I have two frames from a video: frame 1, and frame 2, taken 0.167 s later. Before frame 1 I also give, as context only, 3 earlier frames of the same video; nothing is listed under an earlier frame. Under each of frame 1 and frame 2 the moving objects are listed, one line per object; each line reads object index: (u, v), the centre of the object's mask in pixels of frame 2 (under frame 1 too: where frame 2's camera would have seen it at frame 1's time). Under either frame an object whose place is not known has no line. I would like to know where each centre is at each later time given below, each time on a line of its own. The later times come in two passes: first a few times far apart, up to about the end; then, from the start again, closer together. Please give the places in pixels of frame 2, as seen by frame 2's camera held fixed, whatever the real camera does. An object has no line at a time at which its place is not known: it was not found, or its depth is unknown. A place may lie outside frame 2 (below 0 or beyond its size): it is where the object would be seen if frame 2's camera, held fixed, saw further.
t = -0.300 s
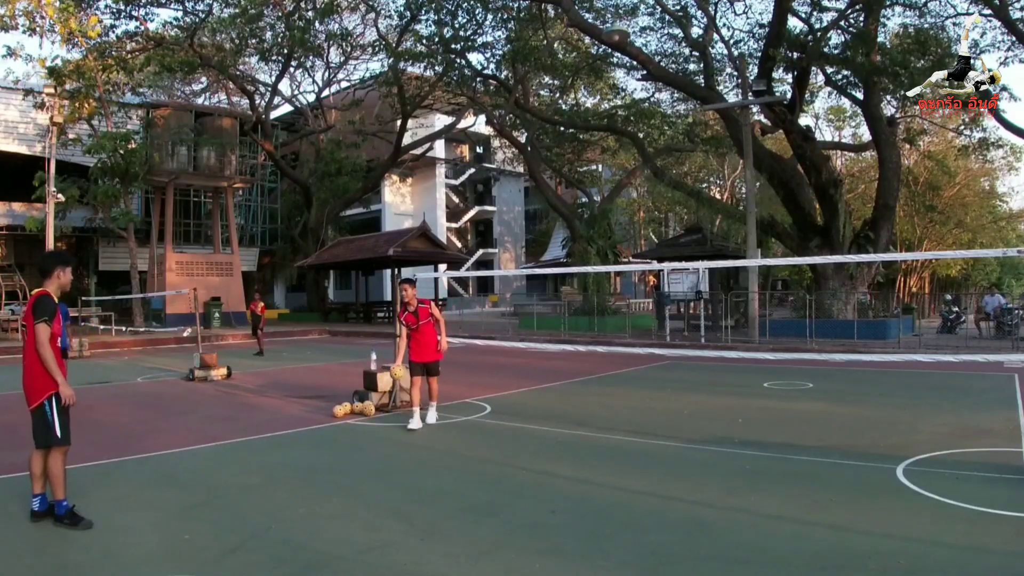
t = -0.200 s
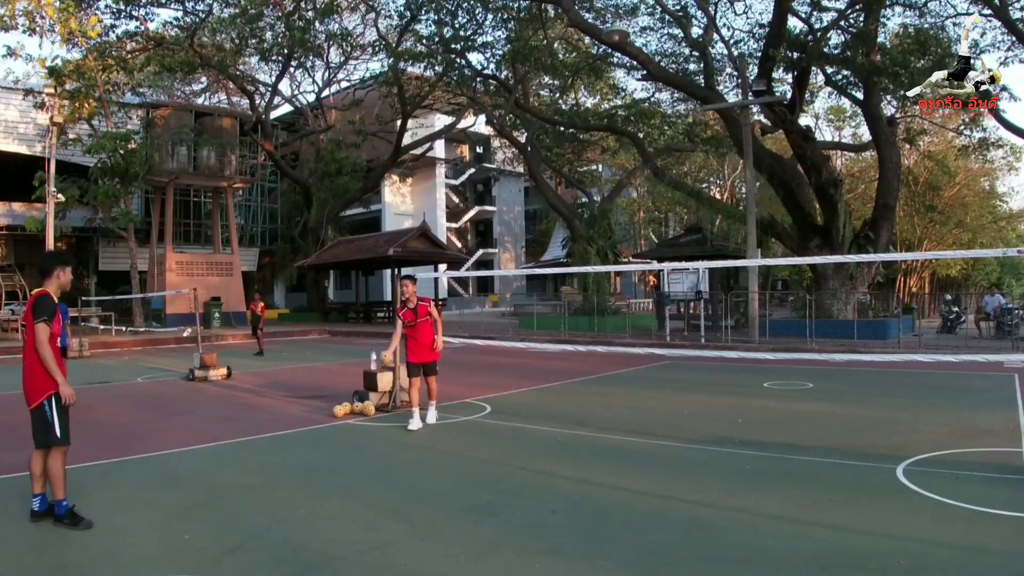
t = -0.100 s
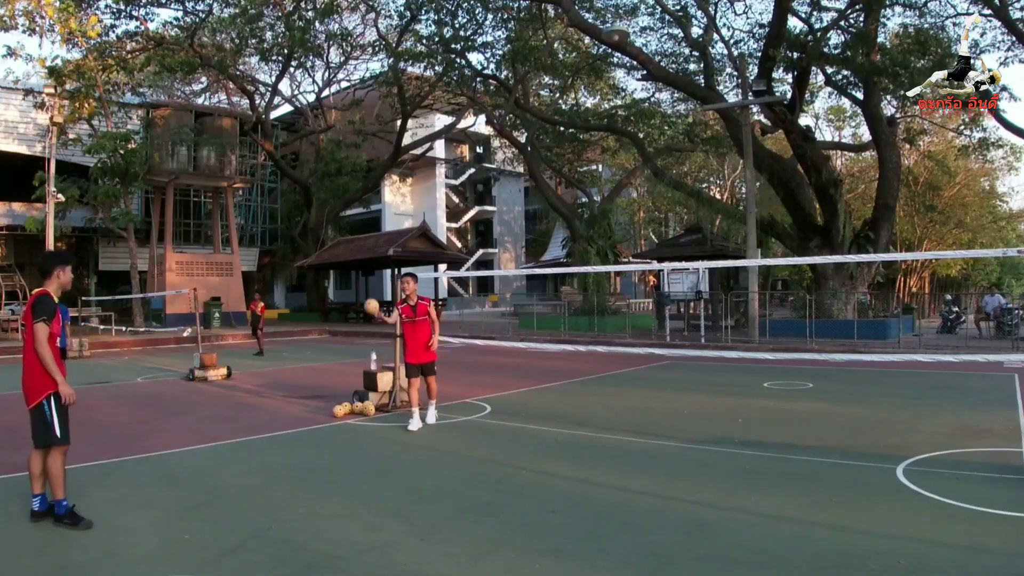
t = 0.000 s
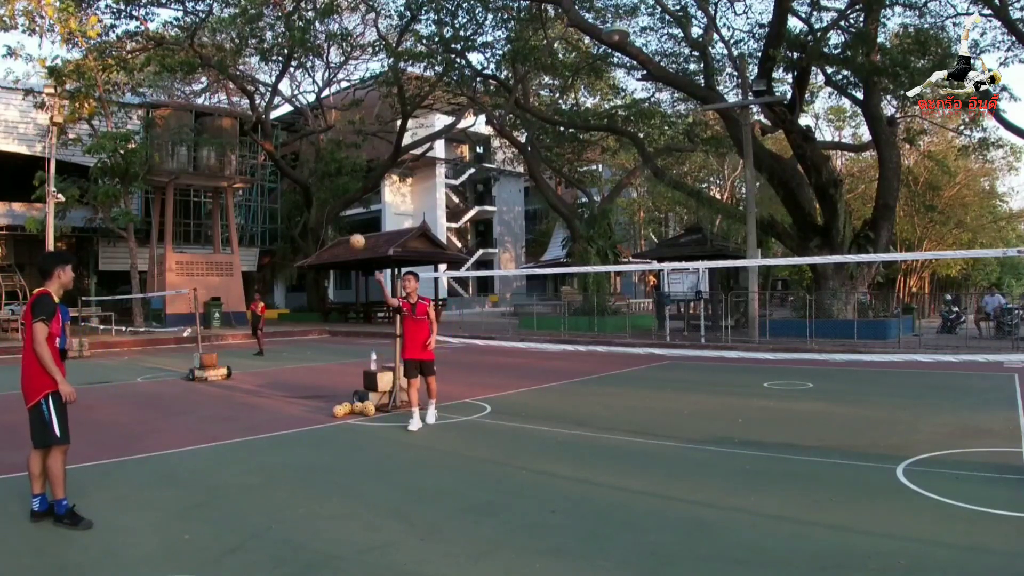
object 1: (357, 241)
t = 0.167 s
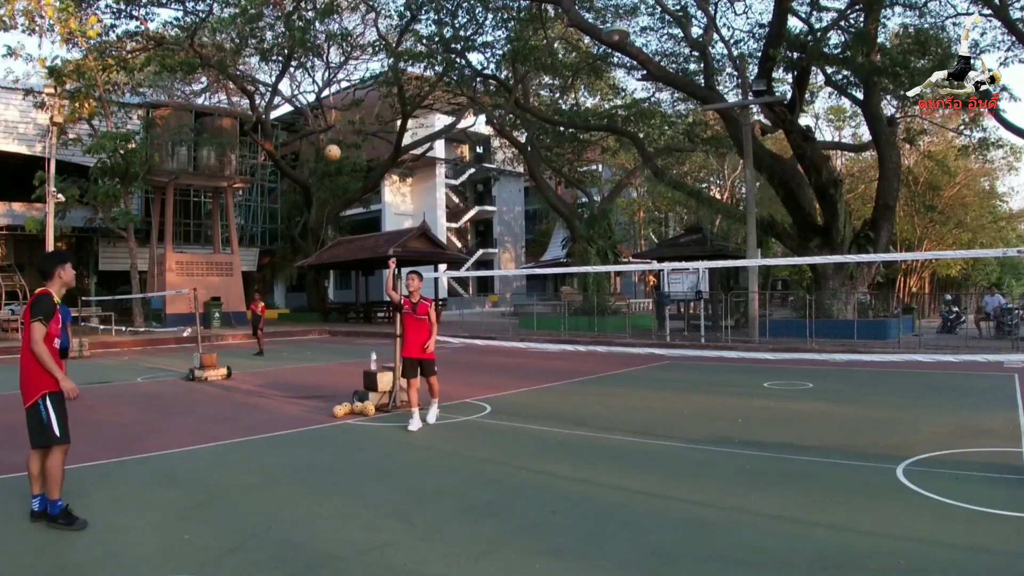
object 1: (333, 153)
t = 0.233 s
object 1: (323, 124)
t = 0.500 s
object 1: (279, 57)
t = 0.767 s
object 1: (225, 73)
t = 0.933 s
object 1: (184, 139)
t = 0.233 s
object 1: (323, 124)
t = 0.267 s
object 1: (317, 111)
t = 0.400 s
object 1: (296, 74)
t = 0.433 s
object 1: (291, 66)
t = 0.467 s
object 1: (285, 61)
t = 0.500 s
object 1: (279, 57)
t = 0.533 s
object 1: (273, 54)
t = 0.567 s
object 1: (267, 52)
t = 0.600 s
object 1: (261, 52)
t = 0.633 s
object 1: (254, 53)
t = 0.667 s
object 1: (247, 56)
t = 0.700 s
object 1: (240, 60)
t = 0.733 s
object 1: (233, 66)
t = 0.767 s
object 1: (225, 73)
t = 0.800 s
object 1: (218, 83)
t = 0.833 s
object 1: (210, 94)
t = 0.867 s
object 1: (203, 106)
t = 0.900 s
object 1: (193, 122)
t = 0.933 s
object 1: (184, 139)
